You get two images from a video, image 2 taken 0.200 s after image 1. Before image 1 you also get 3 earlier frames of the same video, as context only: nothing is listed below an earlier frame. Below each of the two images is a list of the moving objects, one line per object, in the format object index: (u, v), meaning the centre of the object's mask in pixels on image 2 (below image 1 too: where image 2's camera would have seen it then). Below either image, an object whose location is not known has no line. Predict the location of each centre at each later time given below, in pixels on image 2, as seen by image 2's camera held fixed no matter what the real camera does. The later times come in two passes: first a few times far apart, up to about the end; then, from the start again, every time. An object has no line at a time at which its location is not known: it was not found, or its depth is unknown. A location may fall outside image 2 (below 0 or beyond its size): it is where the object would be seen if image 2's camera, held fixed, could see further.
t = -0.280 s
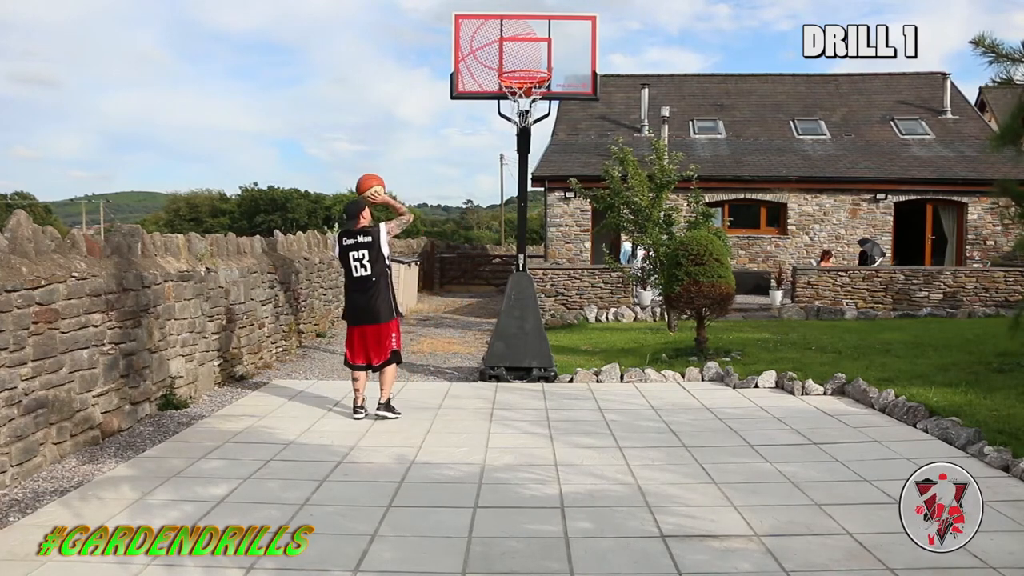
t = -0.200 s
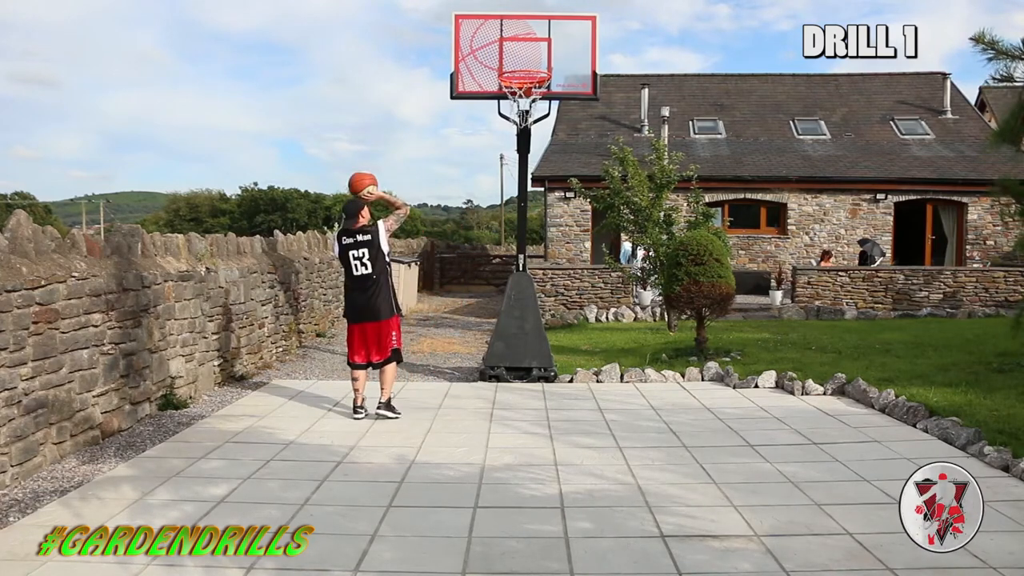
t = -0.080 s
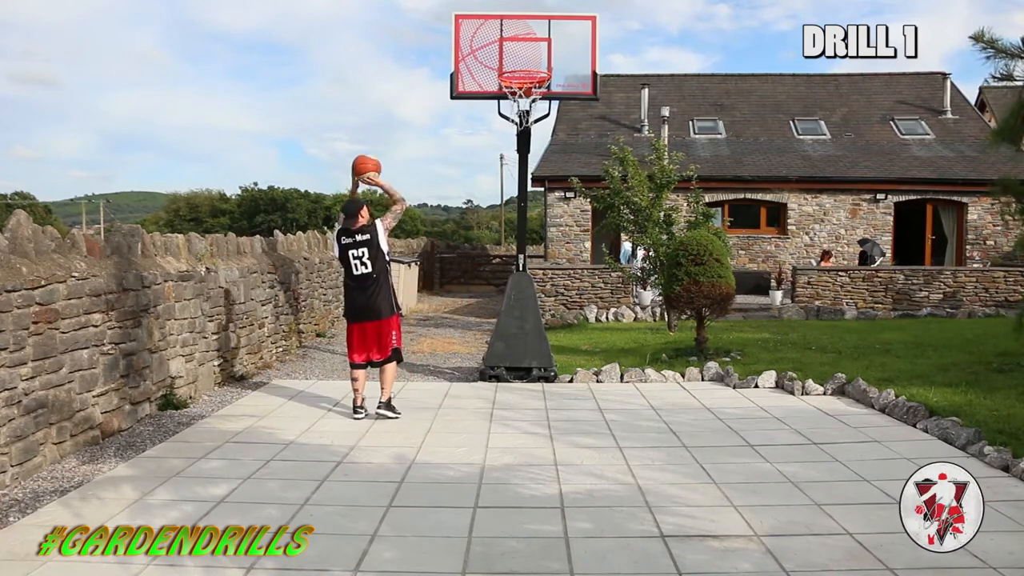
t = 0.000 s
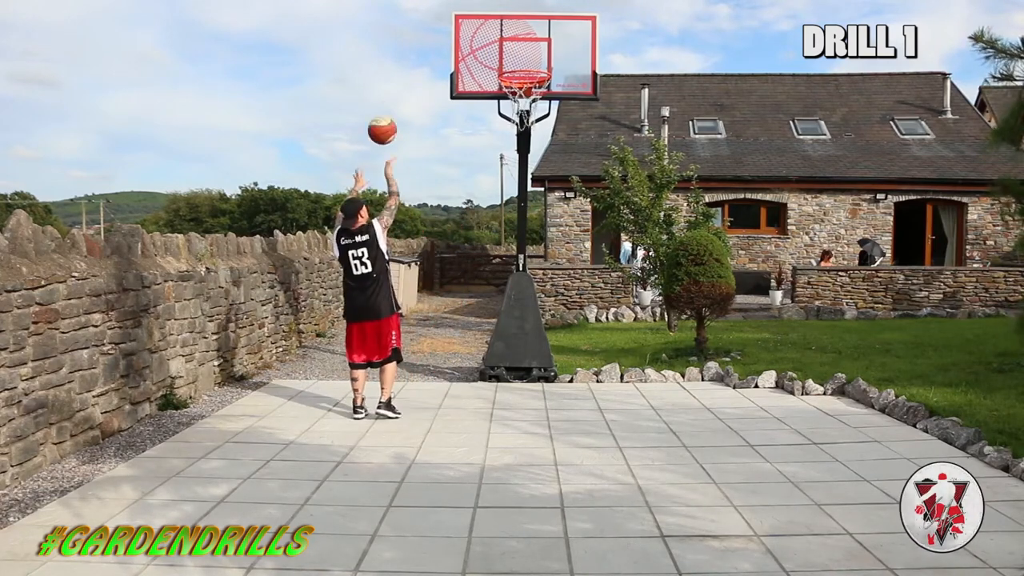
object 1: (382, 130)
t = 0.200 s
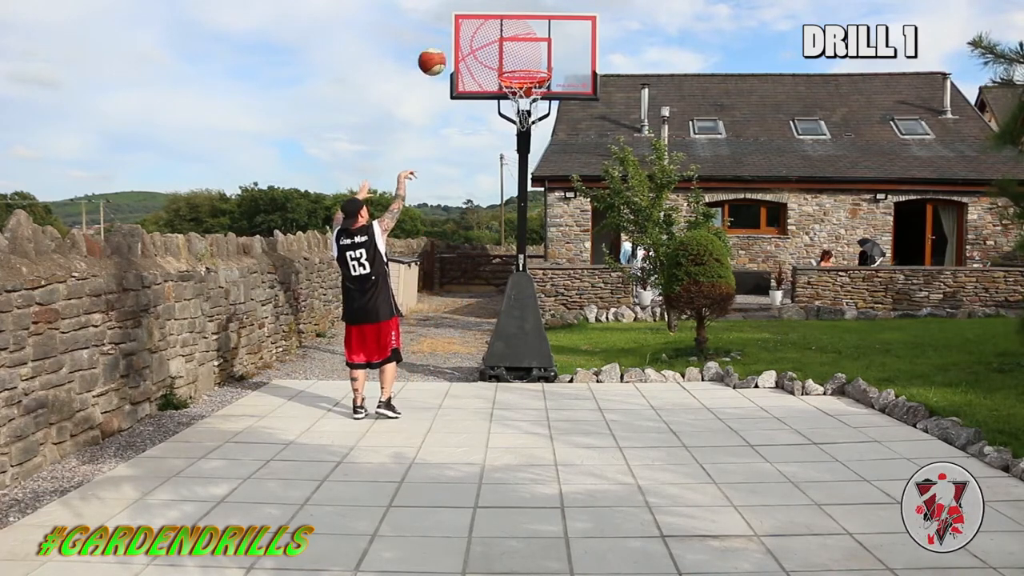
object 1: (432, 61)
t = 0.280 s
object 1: (449, 49)
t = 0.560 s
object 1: (498, 63)
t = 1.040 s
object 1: (478, 91)
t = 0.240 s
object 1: (441, 54)
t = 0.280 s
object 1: (449, 49)
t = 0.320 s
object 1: (458, 46)
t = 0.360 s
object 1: (467, 45)
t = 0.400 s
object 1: (475, 46)
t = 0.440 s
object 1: (483, 48)
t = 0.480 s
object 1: (489, 51)
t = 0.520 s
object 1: (494, 57)
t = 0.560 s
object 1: (498, 63)
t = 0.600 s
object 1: (500, 64)
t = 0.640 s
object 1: (499, 58)
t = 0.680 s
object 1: (497, 53)
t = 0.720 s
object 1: (495, 50)
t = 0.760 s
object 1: (493, 48)
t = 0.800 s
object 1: (491, 48)
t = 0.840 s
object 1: (489, 50)
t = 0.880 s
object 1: (487, 55)
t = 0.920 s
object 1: (485, 60)
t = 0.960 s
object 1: (482, 69)
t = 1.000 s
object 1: (480, 78)
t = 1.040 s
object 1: (478, 91)
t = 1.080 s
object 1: (476, 105)
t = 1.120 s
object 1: (474, 121)
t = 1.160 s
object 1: (471, 140)
